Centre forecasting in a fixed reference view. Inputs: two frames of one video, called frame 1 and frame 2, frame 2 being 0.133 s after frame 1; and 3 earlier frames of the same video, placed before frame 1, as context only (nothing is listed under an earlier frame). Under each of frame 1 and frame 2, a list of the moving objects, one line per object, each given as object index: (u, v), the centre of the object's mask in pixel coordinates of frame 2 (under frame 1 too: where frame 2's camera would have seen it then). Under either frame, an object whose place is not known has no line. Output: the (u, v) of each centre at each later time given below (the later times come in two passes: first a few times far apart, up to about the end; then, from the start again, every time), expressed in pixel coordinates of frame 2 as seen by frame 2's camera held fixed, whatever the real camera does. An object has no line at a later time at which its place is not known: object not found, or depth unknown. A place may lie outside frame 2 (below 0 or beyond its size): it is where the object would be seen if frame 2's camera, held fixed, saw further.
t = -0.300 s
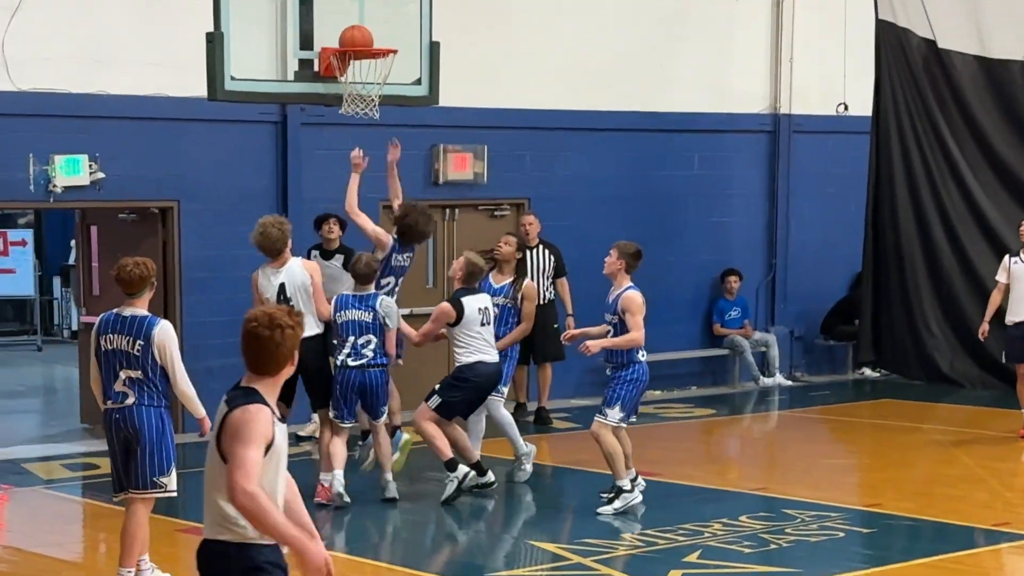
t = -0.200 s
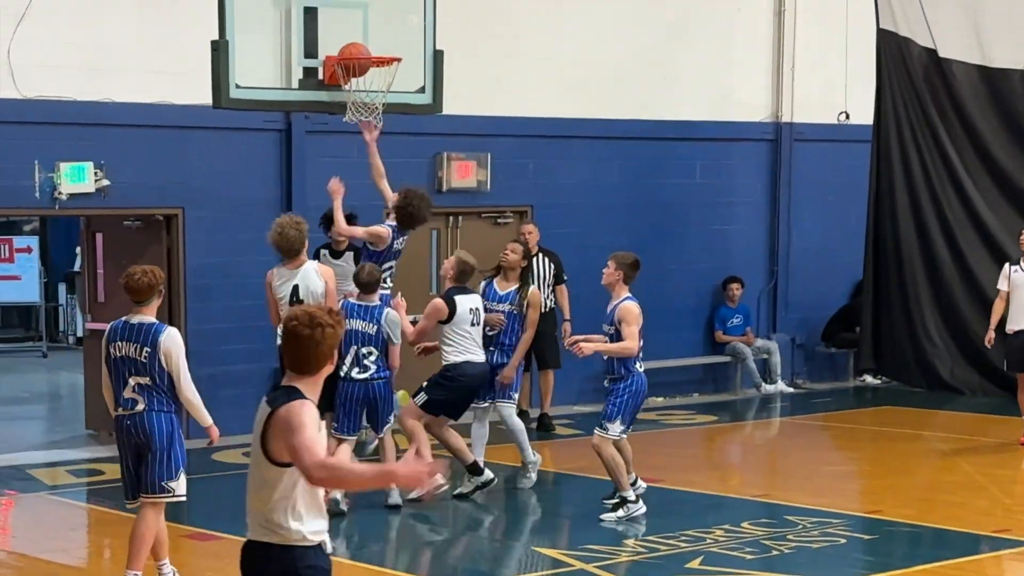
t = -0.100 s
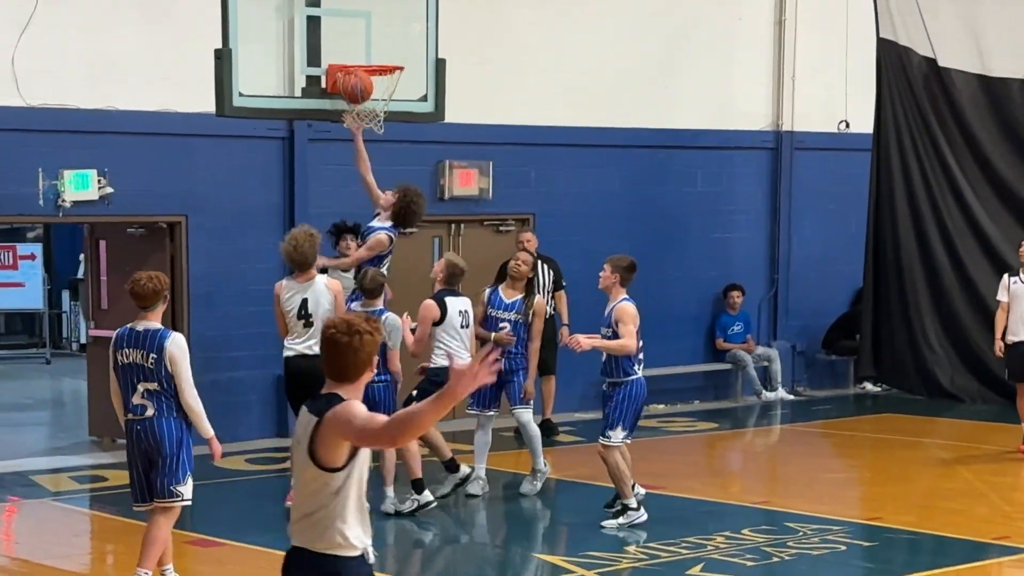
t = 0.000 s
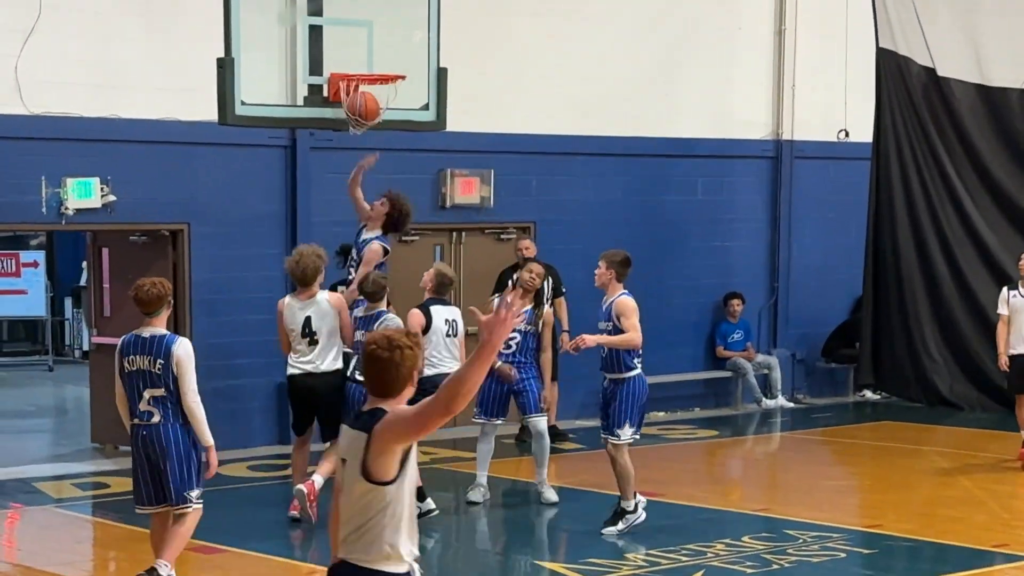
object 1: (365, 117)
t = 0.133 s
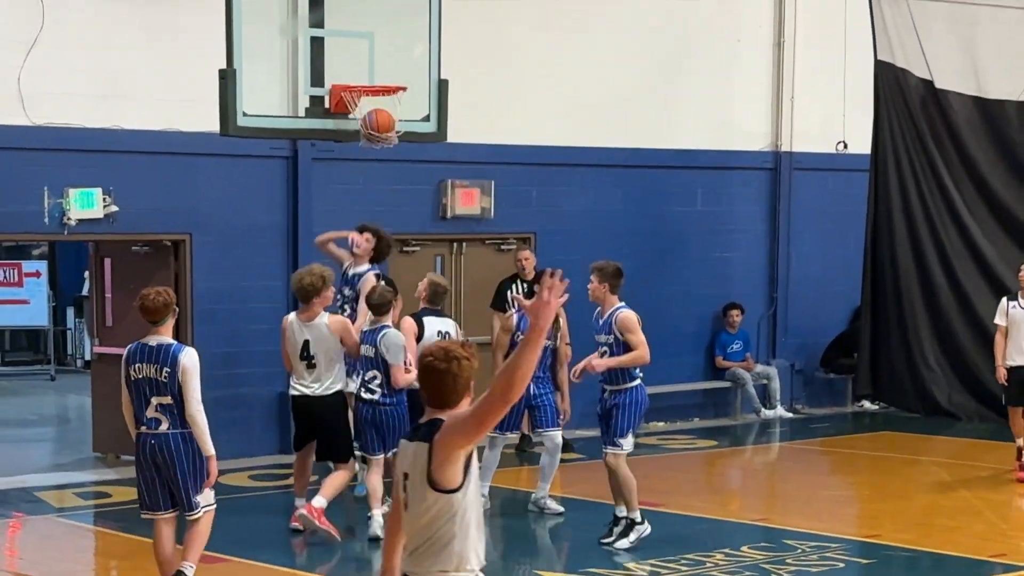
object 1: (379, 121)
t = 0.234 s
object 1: (389, 125)
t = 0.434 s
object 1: (383, 156)
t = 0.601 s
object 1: (375, 201)
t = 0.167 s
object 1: (382, 123)
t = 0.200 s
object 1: (385, 124)
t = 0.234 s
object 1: (389, 125)
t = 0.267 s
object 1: (391, 126)
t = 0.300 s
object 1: (389, 128)
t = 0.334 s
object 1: (385, 145)
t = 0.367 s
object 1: (386, 145)
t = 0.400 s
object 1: (384, 150)
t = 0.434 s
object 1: (383, 156)
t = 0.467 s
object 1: (381, 160)
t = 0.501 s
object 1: (380, 168)
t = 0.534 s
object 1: (378, 178)
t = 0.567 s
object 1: (376, 189)
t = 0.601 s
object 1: (375, 201)
